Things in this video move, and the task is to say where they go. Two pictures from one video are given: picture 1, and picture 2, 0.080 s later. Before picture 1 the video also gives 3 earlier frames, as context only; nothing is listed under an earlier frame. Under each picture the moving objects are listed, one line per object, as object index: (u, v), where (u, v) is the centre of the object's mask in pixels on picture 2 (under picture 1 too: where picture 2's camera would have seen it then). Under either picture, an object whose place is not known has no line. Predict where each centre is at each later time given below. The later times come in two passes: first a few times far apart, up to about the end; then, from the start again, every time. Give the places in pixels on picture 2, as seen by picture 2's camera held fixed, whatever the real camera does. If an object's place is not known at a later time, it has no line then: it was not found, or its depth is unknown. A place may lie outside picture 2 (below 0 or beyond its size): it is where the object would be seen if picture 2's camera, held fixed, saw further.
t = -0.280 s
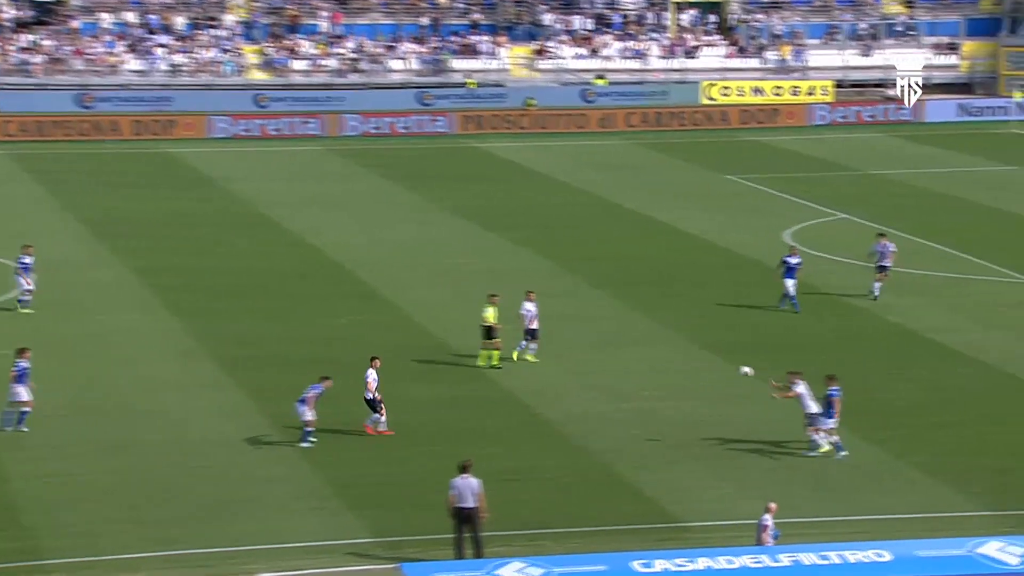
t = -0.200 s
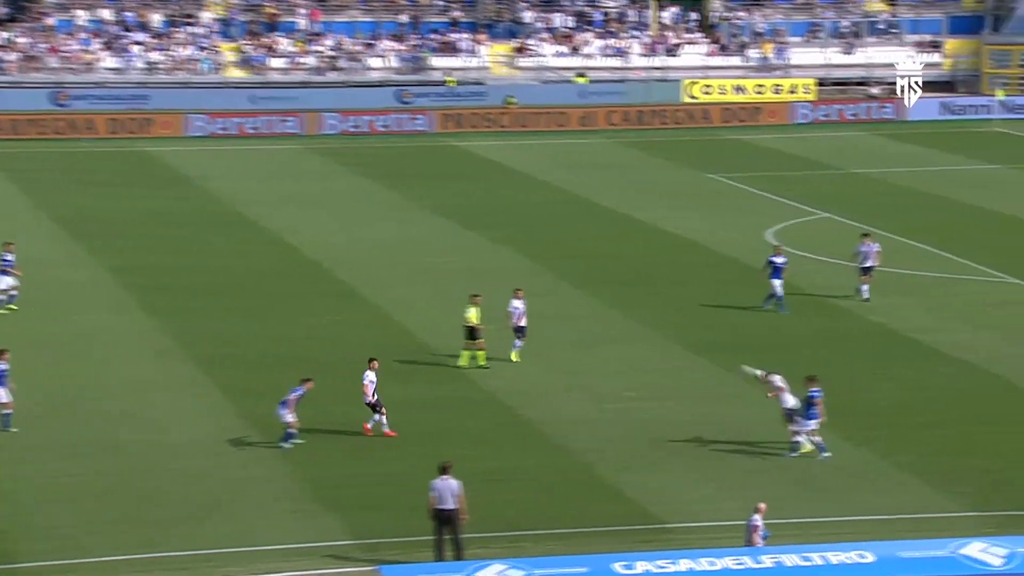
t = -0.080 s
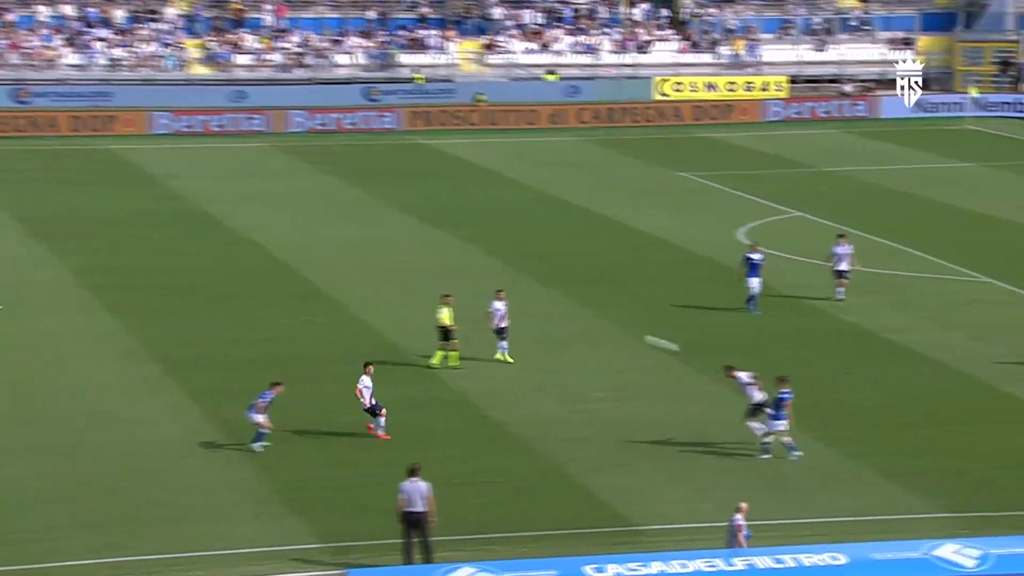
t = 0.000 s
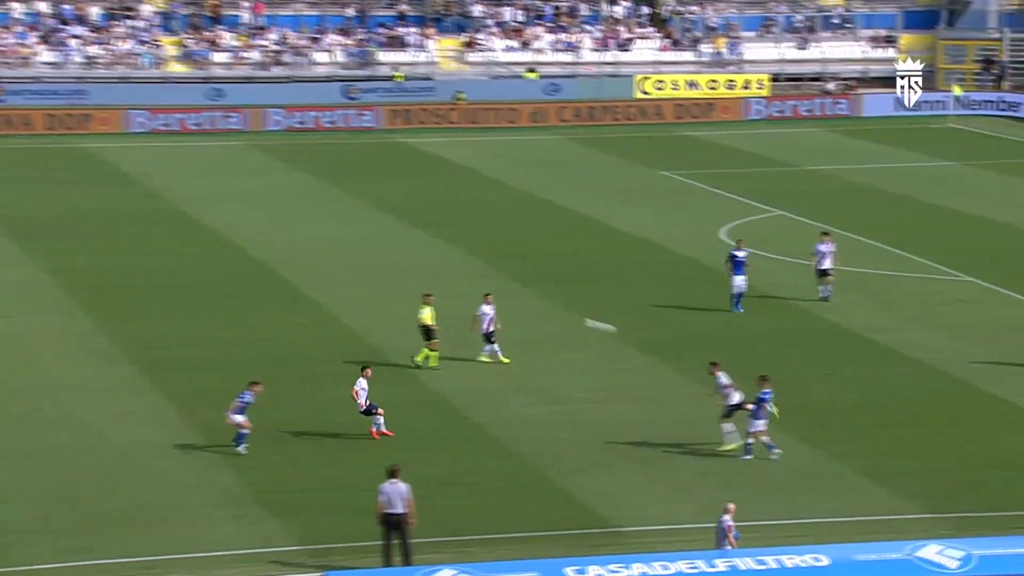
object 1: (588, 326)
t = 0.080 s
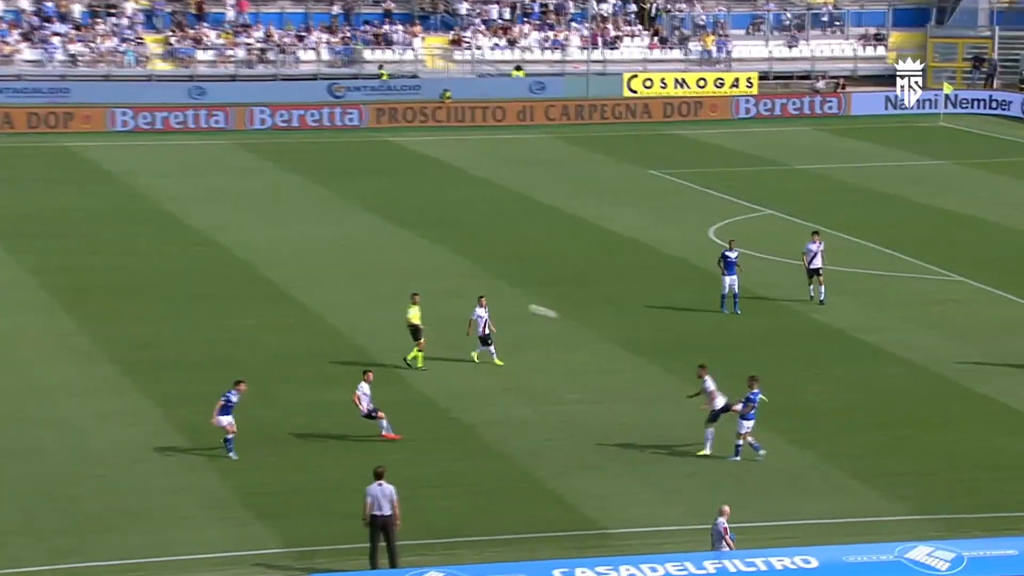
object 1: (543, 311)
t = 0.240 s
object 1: (457, 289)
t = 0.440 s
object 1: (354, 275)
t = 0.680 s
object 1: (235, 280)
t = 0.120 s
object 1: (521, 304)
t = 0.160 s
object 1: (501, 298)
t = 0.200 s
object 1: (478, 293)
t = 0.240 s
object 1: (457, 289)
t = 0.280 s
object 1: (437, 285)
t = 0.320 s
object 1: (417, 281)
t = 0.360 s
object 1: (396, 279)
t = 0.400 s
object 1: (375, 276)
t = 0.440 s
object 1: (354, 275)
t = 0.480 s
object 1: (336, 274)
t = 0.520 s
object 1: (315, 274)
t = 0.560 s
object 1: (295, 275)
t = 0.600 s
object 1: (275, 276)
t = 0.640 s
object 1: (255, 277)
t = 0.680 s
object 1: (235, 280)
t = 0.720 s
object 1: (216, 283)
